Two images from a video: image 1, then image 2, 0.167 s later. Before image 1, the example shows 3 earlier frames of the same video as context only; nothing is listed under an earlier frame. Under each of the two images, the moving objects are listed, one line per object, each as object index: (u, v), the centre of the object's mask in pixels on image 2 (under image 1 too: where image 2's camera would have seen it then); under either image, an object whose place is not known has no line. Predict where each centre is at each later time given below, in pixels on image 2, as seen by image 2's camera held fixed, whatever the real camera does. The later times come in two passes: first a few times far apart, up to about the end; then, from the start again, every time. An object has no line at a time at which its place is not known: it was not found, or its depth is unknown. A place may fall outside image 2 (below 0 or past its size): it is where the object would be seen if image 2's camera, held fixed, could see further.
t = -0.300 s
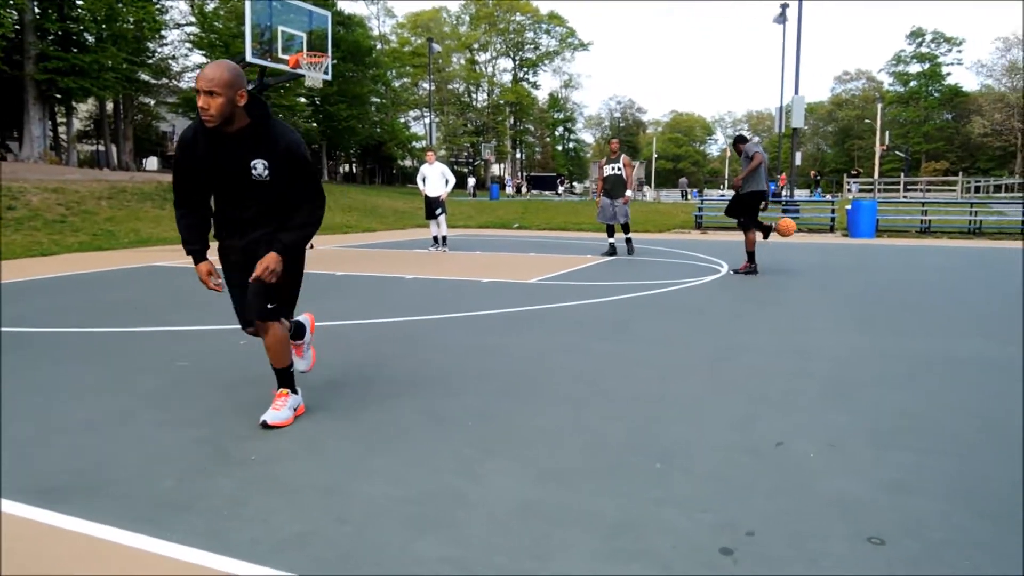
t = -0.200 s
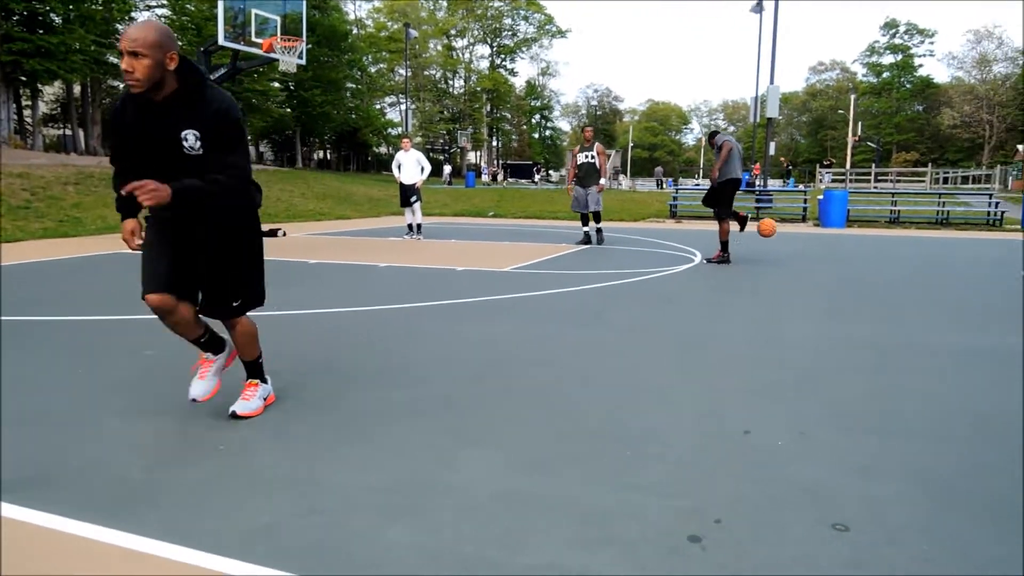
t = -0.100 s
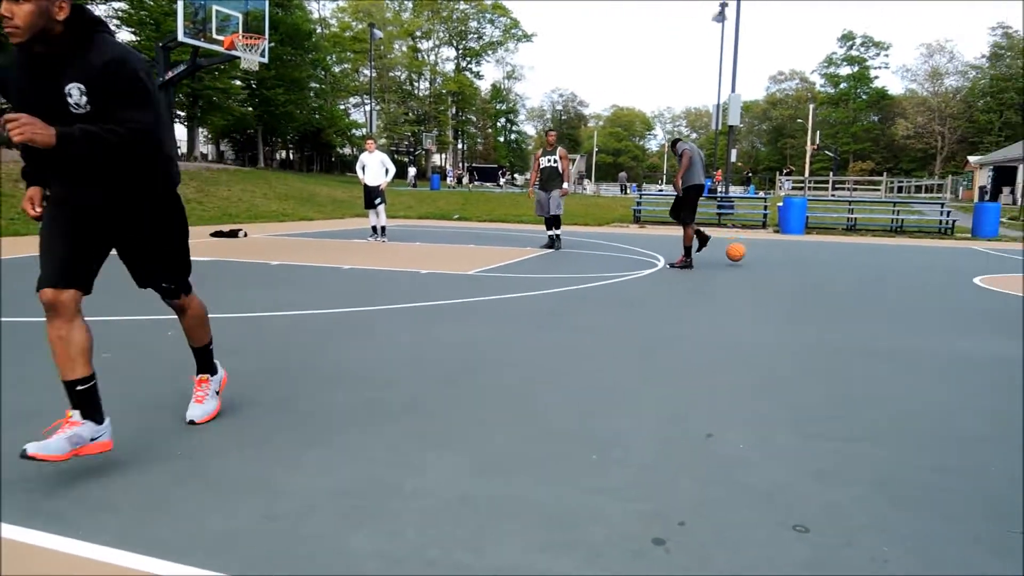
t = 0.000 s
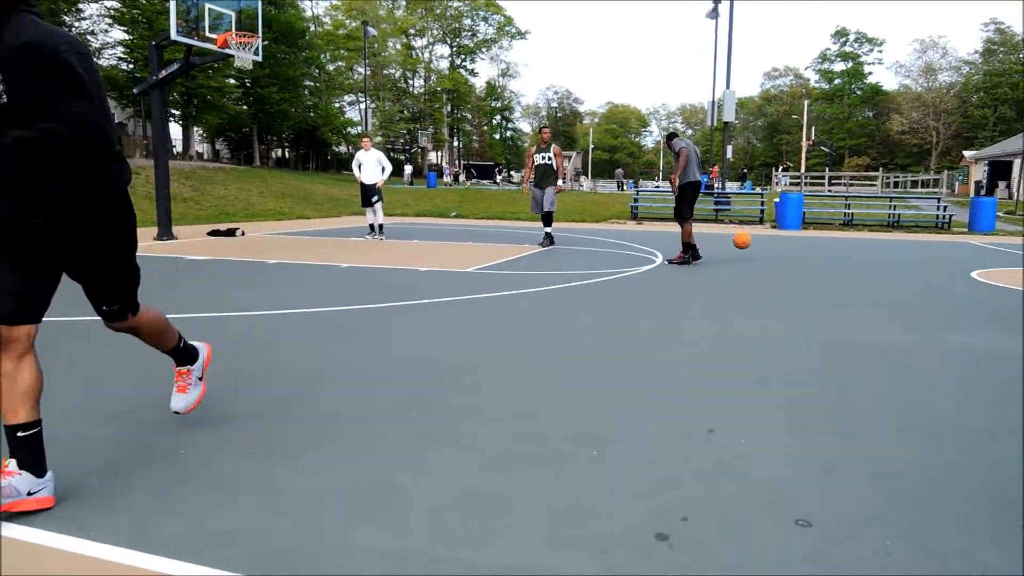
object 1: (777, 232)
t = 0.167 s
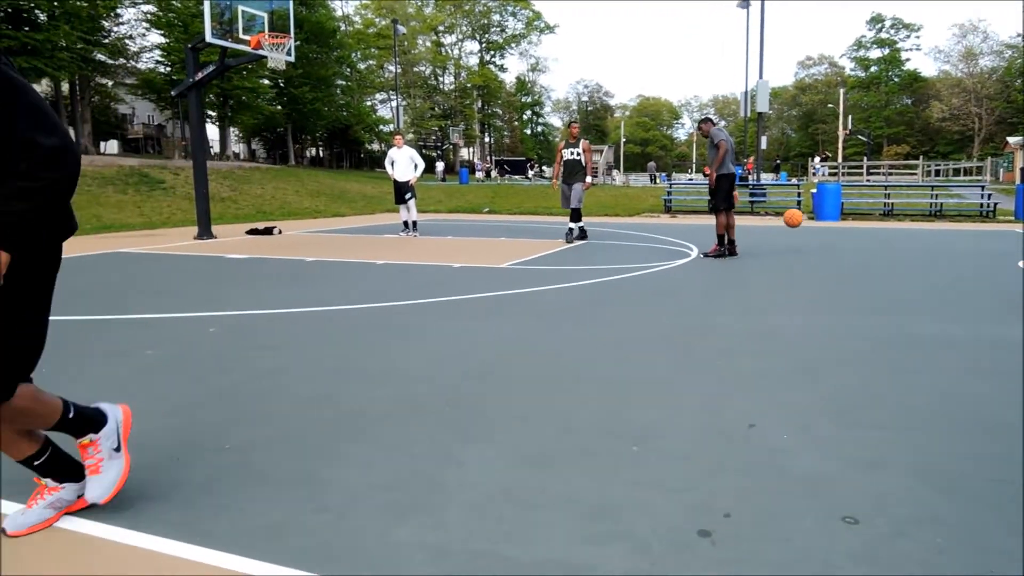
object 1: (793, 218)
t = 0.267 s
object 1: (801, 220)
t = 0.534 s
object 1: (821, 233)
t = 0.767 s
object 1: (840, 228)
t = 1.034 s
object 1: (861, 231)
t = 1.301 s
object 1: (882, 240)
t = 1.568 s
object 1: (903, 237)
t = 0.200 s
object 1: (797, 218)
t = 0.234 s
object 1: (799, 218)
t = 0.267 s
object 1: (801, 220)
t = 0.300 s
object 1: (803, 222)
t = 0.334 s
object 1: (805, 226)
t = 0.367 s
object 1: (807, 230)
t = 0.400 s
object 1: (810, 234)
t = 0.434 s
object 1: (812, 240)
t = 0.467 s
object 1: (815, 242)
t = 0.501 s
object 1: (818, 237)
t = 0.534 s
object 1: (821, 233)
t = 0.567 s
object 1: (824, 230)
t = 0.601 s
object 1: (827, 227)
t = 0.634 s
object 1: (830, 226)
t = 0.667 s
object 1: (832, 225)
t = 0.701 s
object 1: (835, 225)
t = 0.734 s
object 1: (837, 226)
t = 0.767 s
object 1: (840, 228)
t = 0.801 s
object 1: (843, 231)
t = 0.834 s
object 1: (846, 234)
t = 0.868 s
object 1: (848, 238)
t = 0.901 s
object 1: (850, 241)
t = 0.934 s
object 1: (853, 237)
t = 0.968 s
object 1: (856, 235)
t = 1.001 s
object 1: (858, 232)
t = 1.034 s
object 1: (861, 231)
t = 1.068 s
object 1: (864, 229)
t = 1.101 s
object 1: (867, 229)
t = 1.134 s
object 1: (870, 230)
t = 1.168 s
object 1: (872, 231)
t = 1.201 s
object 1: (875, 234)
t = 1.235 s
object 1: (877, 236)
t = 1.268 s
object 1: (879, 240)
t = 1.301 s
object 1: (882, 240)
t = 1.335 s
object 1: (885, 237)
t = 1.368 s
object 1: (888, 234)
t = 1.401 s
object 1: (890, 233)
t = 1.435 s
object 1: (893, 233)
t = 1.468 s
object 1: (895, 233)
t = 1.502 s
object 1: (898, 234)
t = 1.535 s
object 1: (900, 235)
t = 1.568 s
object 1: (903, 237)
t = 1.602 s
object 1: (905, 241)
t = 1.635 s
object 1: (907, 240)
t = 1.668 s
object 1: (908, 238)
